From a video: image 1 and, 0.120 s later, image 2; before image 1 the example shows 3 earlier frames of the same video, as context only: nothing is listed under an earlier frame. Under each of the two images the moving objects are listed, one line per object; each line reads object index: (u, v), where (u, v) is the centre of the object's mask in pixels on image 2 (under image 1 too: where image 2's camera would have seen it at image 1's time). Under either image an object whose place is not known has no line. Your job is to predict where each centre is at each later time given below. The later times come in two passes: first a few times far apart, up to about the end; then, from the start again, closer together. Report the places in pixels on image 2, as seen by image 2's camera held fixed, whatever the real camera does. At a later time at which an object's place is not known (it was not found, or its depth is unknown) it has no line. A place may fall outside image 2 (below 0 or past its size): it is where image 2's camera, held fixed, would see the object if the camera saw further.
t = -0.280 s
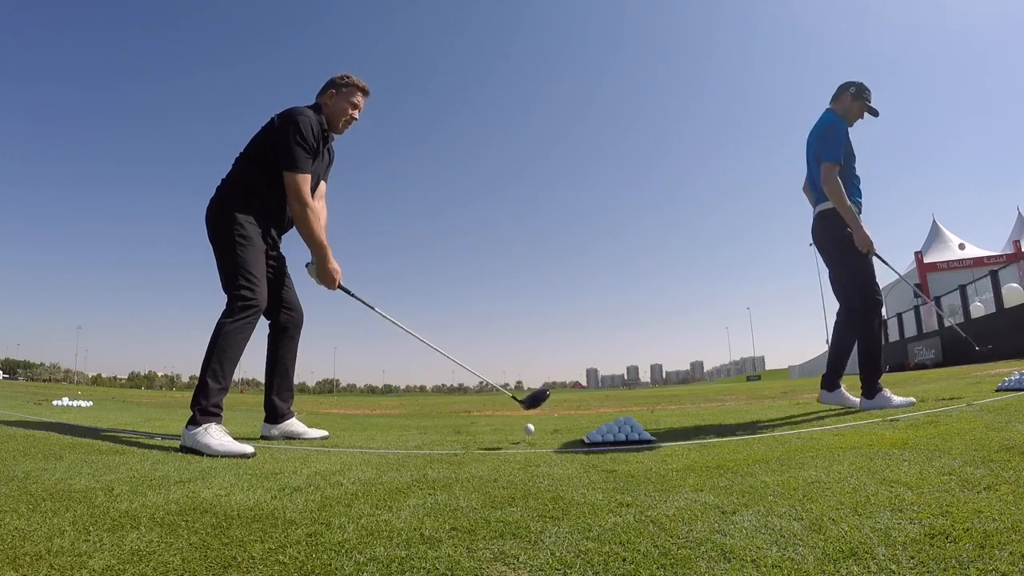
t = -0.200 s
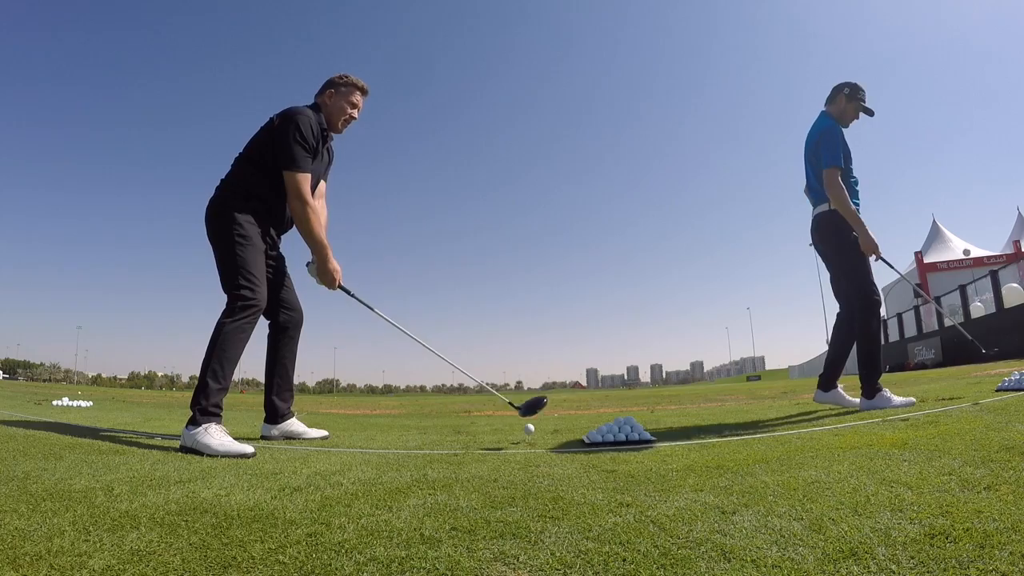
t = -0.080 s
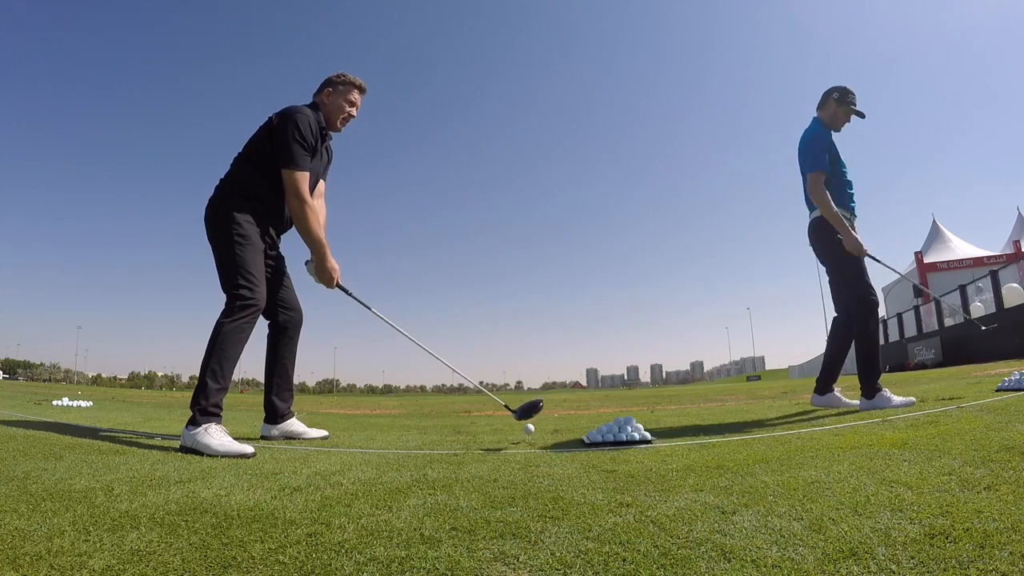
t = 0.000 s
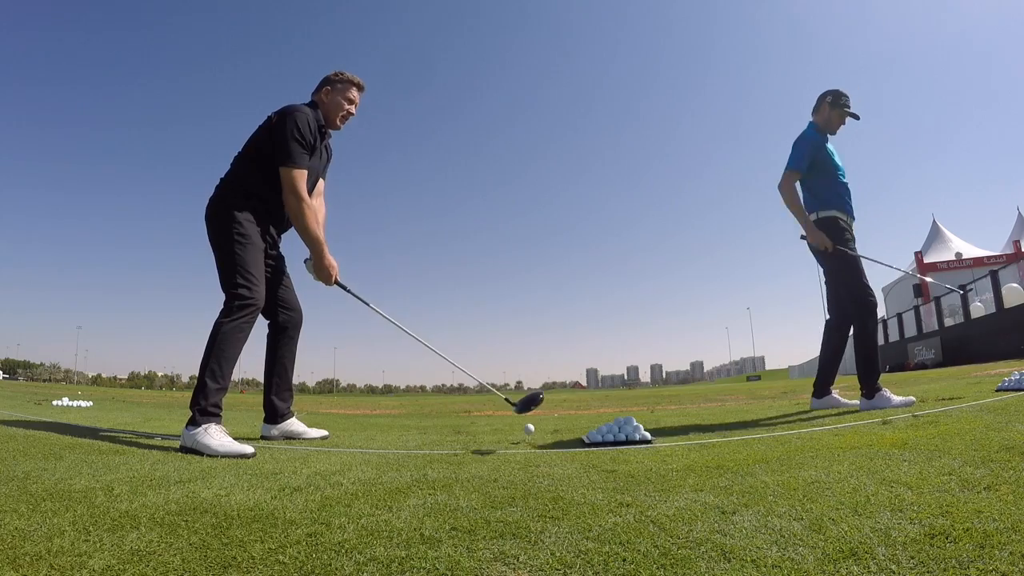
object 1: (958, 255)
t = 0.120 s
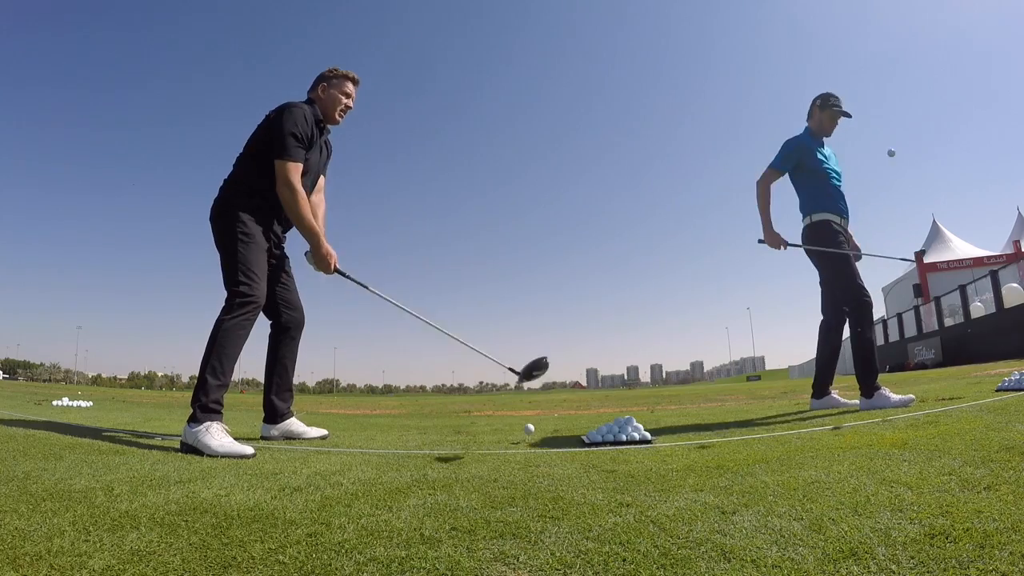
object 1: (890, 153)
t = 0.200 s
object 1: (848, 106)
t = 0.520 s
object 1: (714, 45)
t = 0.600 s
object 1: (688, 56)
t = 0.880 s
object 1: (605, 183)
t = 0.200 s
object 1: (848, 106)
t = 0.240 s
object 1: (828, 88)
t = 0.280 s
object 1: (808, 73)
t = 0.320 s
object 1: (790, 62)
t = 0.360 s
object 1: (773, 54)
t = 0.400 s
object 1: (757, 48)
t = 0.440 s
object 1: (742, 45)
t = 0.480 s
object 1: (728, 43)
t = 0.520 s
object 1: (714, 45)
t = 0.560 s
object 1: (701, 49)
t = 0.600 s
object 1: (688, 56)
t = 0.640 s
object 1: (676, 64)
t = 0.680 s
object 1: (664, 76)
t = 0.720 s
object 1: (652, 91)
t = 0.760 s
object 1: (640, 108)
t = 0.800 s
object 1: (628, 129)
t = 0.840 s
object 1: (617, 154)
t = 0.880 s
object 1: (605, 183)
